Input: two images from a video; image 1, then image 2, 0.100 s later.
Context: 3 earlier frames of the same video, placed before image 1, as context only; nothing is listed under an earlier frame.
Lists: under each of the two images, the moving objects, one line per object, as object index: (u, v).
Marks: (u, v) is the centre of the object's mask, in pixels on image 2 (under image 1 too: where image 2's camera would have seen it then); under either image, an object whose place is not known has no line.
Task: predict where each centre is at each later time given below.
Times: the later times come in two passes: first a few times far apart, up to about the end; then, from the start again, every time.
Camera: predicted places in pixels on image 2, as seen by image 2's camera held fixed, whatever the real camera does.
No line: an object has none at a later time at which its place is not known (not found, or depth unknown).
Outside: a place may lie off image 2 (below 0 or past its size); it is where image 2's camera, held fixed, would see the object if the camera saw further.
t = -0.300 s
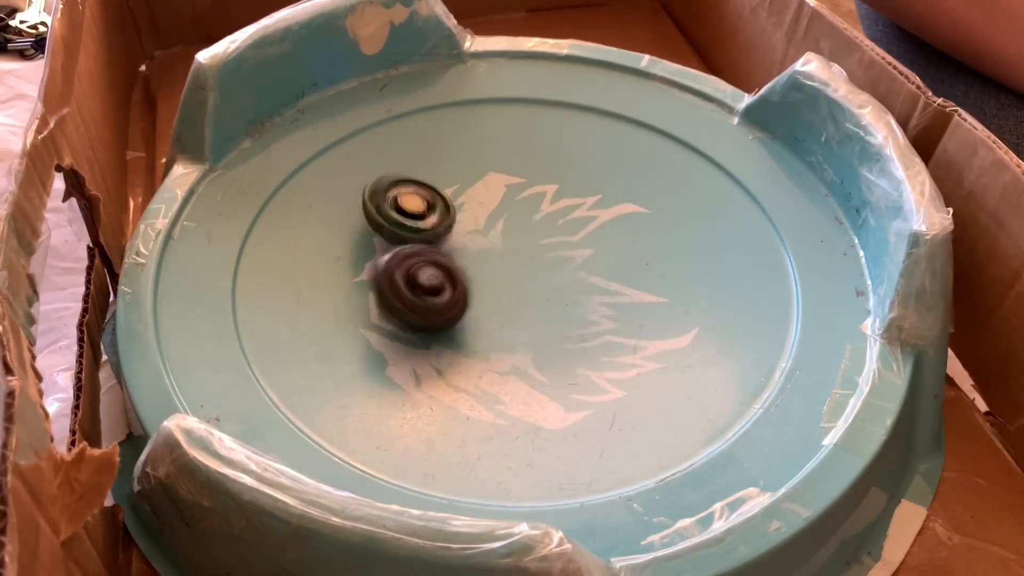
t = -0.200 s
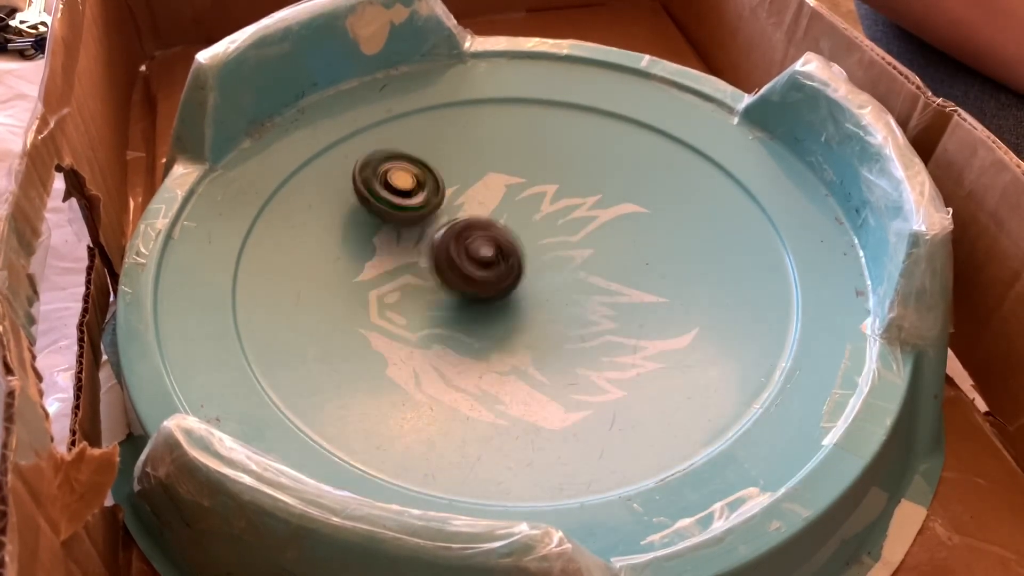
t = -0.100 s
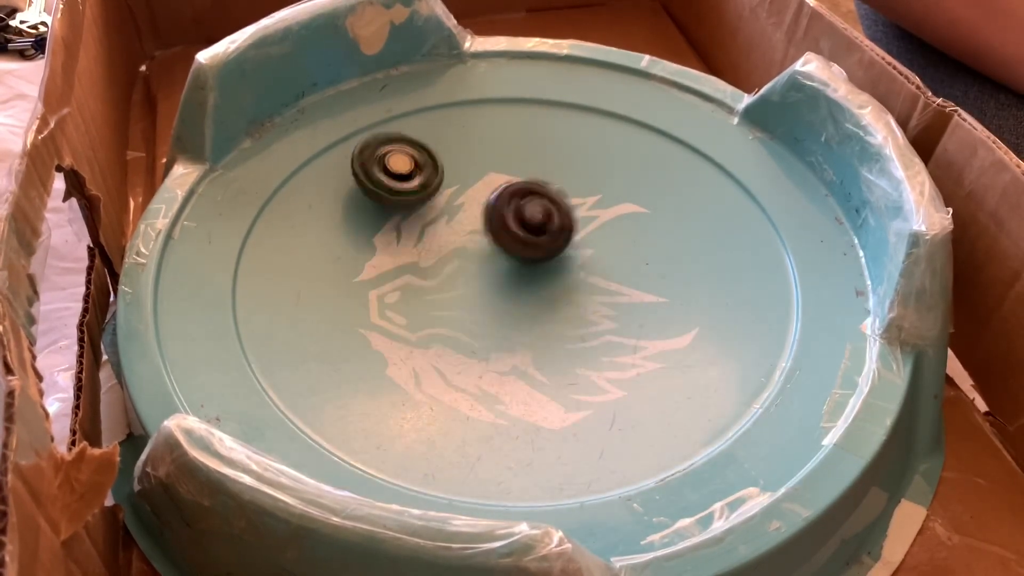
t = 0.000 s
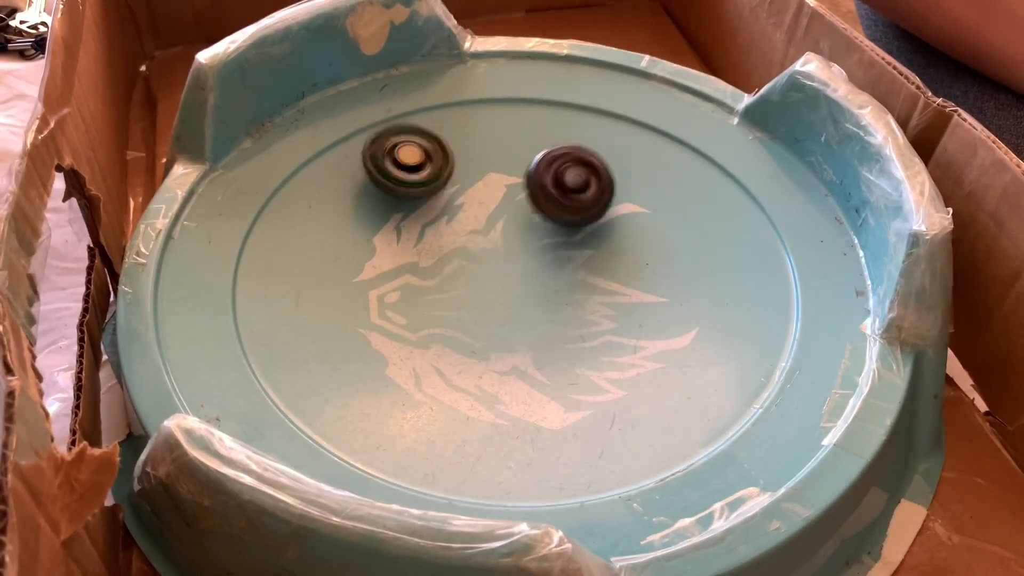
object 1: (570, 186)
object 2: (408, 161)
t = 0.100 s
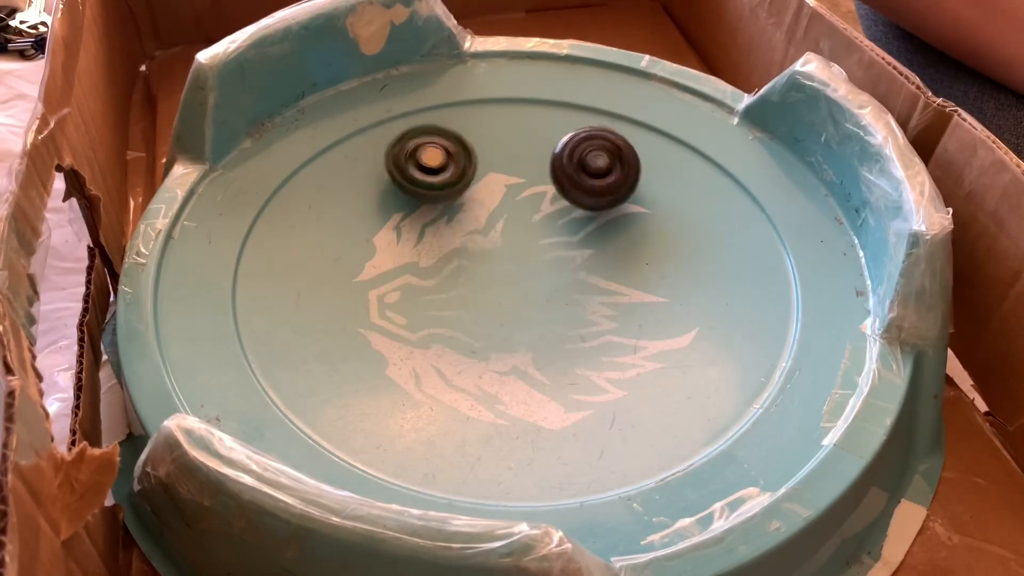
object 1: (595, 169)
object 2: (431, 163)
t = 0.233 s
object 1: (603, 175)
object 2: (466, 177)
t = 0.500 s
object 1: (631, 249)
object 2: (502, 228)
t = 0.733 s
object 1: (606, 346)
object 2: (487, 263)
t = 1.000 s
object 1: (534, 355)
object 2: (458, 298)
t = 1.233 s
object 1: (532, 363)
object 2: (402, 240)
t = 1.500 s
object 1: (561, 346)
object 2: (419, 215)
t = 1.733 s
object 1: (565, 328)
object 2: (480, 224)
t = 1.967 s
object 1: (572, 322)
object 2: (546, 248)
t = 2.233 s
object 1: (545, 337)
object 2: (605, 274)
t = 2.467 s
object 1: (499, 310)
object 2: (619, 301)
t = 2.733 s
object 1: (489, 236)
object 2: (573, 315)
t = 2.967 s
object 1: (531, 215)
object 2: (517, 297)
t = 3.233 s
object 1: (591, 241)
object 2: (470, 261)
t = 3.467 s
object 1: (576, 296)
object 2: (467, 231)
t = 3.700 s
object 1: (503, 325)
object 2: (501, 224)
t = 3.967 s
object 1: (457, 289)
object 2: (545, 245)
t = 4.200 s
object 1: (485, 245)
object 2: (573, 278)
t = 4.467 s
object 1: (577, 237)
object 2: (560, 314)
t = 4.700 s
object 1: (605, 271)
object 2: (517, 315)
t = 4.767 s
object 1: (601, 281)
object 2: (504, 310)
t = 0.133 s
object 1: (600, 168)
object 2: (438, 166)
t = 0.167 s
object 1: (603, 170)
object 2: (448, 168)
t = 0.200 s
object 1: (604, 172)
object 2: (458, 173)
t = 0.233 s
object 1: (603, 175)
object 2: (466, 177)
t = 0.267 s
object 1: (602, 179)
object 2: (477, 181)
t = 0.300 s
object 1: (601, 184)
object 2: (488, 187)
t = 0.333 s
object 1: (600, 189)
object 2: (498, 193)
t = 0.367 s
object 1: (599, 197)
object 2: (508, 198)
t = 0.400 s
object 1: (610, 209)
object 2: (506, 205)
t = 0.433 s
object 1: (622, 221)
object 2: (500, 213)
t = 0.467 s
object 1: (630, 236)
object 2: (499, 220)
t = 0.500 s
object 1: (631, 249)
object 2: (502, 228)
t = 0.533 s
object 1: (629, 260)
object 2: (506, 238)
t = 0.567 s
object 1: (623, 272)
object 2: (507, 247)
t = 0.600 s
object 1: (615, 284)
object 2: (510, 255)
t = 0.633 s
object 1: (605, 295)
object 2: (517, 264)
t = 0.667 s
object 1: (603, 313)
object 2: (511, 267)
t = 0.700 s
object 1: (606, 329)
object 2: (495, 264)
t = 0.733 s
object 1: (606, 346)
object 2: (487, 263)
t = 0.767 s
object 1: (602, 360)
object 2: (483, 265)
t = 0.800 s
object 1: (597, 369)
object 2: (479, 269)
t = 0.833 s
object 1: (587, 371)
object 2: (474, 274)
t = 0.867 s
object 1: (579, 373)
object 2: (469, 280)
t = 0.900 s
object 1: (569, 370)
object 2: (465, 285)
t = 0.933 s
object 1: (559, 366)
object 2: (462, 291)
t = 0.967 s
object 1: (544, 359)
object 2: (462, 295)
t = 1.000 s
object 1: (534, 355)
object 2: (458, 298)
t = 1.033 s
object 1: (529, 355)
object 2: (446, 290)
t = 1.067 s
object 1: (524, 354)
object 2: (440, 286)
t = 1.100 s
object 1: (514, 348)
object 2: (434, 284)
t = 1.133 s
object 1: (506, 341)
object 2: (430, 281)
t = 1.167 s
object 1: (504, 341)
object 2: (421, 273)
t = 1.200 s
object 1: (519, 355)
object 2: (407, 252)
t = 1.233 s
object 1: (532, 363)
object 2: (402, 240)
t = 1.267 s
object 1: (541, 366)
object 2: (400, 234)
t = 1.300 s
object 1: (549, 364)
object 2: (398, 231)
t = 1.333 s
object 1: (553, 361)
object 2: (398, 226)
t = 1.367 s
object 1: (556, 357)
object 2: (399, 223)
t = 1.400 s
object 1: (559, 354)
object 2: (402, 220)
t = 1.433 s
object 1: (560, 351)
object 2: (407, 217)
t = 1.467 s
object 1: (561, 349)
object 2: (412, 216)
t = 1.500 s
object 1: (561, 346)
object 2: (419, 215)
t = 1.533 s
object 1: (562, 343)
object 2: (426, 215)
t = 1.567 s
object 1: (562, 341)
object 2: (434, 216)
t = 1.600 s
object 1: (562, 338)
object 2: (442, 216)
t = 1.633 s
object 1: (564, 336)
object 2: (451, 218)
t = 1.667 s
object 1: (563, 334)
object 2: (460, 219)
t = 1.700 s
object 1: (565, 330)
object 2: (470, 222)
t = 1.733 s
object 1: (565, 328)
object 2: (480, 224)
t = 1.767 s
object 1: (565, 326)
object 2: (491, 228)
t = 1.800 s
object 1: (567, 323)
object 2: (500, 231)
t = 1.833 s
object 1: (568, 322)
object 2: (511, 235)
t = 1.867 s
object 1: (569, 320)
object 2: (520, 239)
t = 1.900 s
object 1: (570, 319)
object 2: (530, 244)
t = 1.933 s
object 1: (570, 319)
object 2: (538, 246)
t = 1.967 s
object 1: (572, 322)
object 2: (546, 248)
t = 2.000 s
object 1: (572, 325)
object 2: (556, 251)
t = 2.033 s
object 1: (569, 326)
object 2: (564, 254)
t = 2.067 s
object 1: (564, 334)
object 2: (574, 255)
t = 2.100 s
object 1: (560, 339)
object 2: (582, 259)
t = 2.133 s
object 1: (556, 340)
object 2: (588, 262)
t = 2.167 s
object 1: (553, 340)
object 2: (595, 266)
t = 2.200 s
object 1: (549, 338)
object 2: (600, 271)
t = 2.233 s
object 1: (545, 337)
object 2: (605, 274)
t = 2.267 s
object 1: (540, 337)
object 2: (610, 279)
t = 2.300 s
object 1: (534, 335)
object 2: (613, 283)
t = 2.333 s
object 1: (527, 333)
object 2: (617, 287)
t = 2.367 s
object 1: (521, 330)
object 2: (619, 291)
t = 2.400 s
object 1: (512, 324)
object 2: (621, 294)
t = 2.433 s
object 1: (506, 317)
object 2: (620, 298)
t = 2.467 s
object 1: (499, 310)
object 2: (619, 301)
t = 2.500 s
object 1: (494, 302)
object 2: (615, 305)
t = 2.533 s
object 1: (490, 292)
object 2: (610, 308)
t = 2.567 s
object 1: (486, 283)
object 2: (605, 311)
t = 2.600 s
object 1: (484, 272)
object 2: (600, 312)
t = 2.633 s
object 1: (484, 262)
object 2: (594, 314)
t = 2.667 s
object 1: (485, 253)
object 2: (587, 314)
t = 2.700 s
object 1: (486, 244)
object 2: (581, 315)
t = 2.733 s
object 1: (489, 236)
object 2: (573, 315)
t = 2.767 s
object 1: (493, 228)
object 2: (564, 314)
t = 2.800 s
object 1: (498, 223)
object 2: (554, 312)
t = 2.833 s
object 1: (503, 218)
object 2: (546, 310)
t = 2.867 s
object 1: (510, 215)
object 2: (538, 308)
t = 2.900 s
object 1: (516, 214)
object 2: (531, 305)
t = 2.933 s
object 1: (524, 213)
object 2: (524, 301)
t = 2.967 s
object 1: (531, 215)
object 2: (517, 297)
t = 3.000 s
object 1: (538, 215)
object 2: (511, 292)
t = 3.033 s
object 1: (545, 218)
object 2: (504, 287)
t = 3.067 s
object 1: (552, 221)
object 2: (497, 281)
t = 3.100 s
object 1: (559, 226)
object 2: (492, 277)
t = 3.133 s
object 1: (572, 228)
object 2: (482, 274)
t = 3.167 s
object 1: (582, 231)
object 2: (477, 270)
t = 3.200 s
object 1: (588, 236)
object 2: (474, 266)
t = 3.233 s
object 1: (591, 241)
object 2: (470, 261)
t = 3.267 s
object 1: (594, 248)
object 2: (465, 256)
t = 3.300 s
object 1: (595, 256)
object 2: (463, 251)
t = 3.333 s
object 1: (595, 264)
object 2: (463, 248)
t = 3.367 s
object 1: (593, 272)
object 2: (464, 243)
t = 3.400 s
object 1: (588, 281)
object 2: (466, 239)
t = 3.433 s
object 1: (582, 288)
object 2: (466, 235)
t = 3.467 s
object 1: (576, 296)
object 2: (467, 231)
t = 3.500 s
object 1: (567, 302)
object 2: (471, 229)
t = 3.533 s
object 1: (557, 309)
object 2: (475, 227)
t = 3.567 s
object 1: (547, 314)
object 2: (481, 225)
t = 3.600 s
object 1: (537, 319)
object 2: (485, 223)
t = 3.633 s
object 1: (525, 323)
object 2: (489, 222)
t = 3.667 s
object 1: (513, 325)
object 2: (495, 223)
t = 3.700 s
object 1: (503, 325)
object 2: (501, 224)
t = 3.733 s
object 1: (494, 325)
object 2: (509, 225)
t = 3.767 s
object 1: (483, 321)
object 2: (514, 226)
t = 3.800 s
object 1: (476, 318)
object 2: (519, 228)
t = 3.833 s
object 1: (470, 313)
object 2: (524, 232)
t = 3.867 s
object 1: (465, 308)
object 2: (529, 235)
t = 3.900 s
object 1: (460, 301)
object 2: (537, 238)
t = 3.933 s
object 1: (458, 295)
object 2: (541, 242)
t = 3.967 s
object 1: (457, 289)
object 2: (545, 245)
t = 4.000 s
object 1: (458, 281)
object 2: (547, 251)
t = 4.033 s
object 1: (457, 273)
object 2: (555, 256)
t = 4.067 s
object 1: (458, 267)
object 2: (562, 261)
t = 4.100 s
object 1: (461, 261)
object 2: (565, 264)
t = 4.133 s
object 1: (468, 255)
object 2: (569, 268)
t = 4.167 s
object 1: (476, 250)
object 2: (571, 275)
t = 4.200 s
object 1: (485, 245)
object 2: (573, 278)
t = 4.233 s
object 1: (495, 241)
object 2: (577, 283)
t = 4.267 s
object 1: (506, 239)
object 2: (577, 289)
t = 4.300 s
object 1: (522, 234)
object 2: (577, 294)
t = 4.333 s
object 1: (532, 232)
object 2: (574, 301)
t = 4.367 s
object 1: (544, 233)
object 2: (570, 305)
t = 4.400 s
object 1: (557, 233)
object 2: (567, 308)
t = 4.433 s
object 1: (567, 235)
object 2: (564, 312)
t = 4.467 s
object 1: (577, 237)
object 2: (560, 314)
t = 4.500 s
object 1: (586, 241)
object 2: (554, 316)
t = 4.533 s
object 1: (594, 245)
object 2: (547, 318)
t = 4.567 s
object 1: (600, 250)
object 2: (542, 319)
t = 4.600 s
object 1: (604, 253)
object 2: (537, 319)
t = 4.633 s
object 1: (606, 258)
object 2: (530, 319)
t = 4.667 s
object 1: (606, 264)
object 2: (523, 317)
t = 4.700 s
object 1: (605, 271)
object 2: (517, 315)
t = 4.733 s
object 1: (603, 276)
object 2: (514, 313)
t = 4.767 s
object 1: (601, 281)
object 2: (504, 310)
